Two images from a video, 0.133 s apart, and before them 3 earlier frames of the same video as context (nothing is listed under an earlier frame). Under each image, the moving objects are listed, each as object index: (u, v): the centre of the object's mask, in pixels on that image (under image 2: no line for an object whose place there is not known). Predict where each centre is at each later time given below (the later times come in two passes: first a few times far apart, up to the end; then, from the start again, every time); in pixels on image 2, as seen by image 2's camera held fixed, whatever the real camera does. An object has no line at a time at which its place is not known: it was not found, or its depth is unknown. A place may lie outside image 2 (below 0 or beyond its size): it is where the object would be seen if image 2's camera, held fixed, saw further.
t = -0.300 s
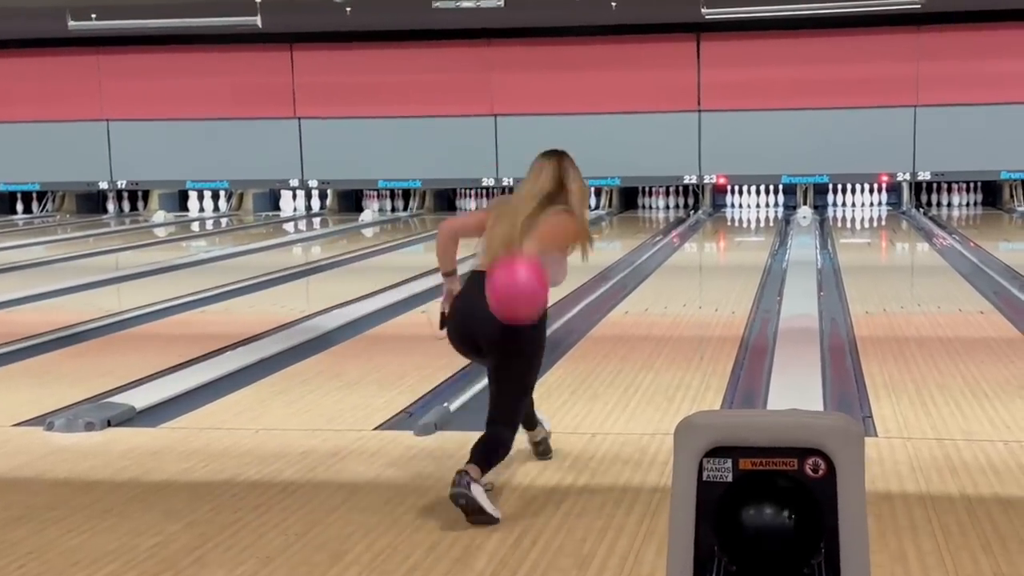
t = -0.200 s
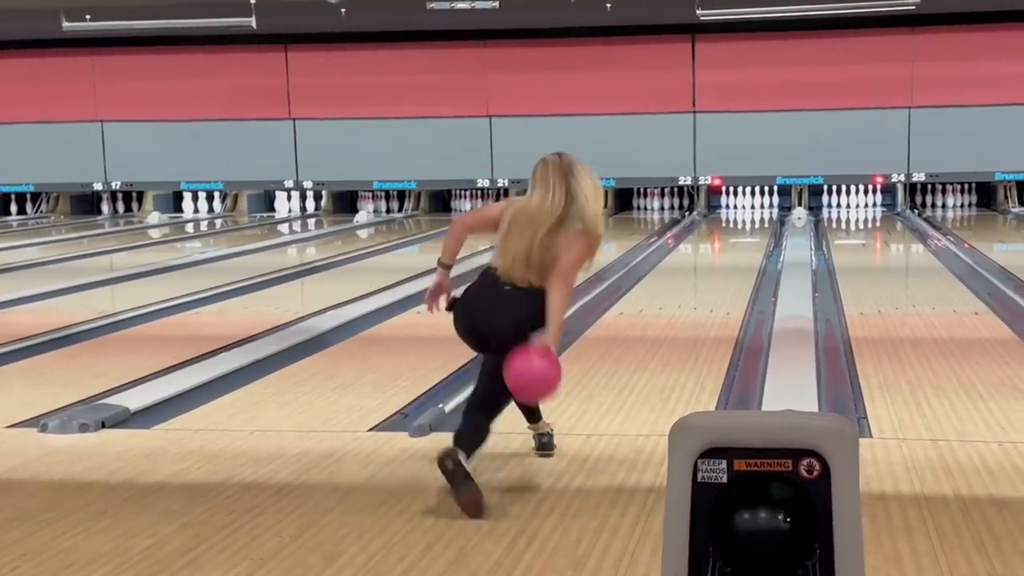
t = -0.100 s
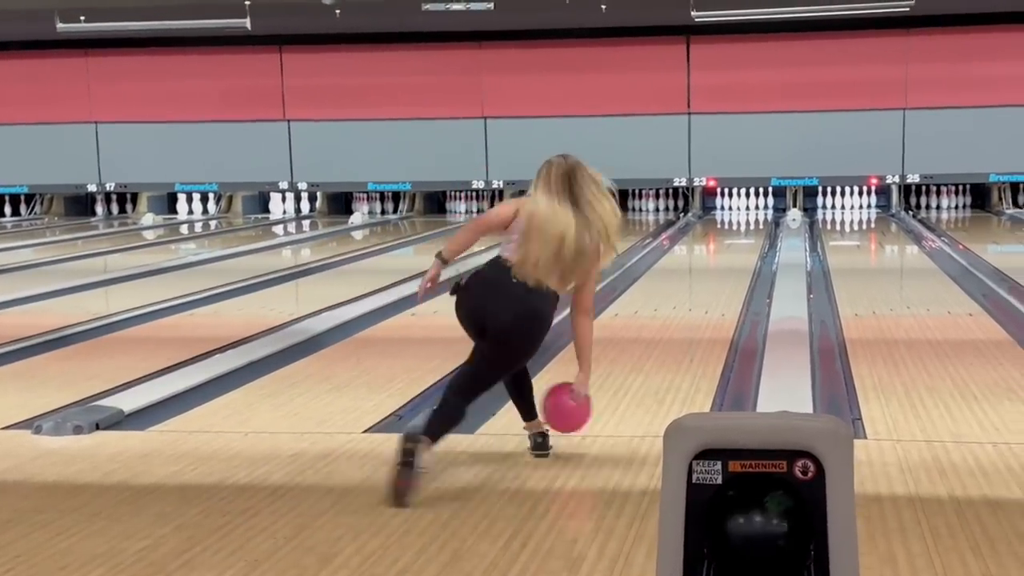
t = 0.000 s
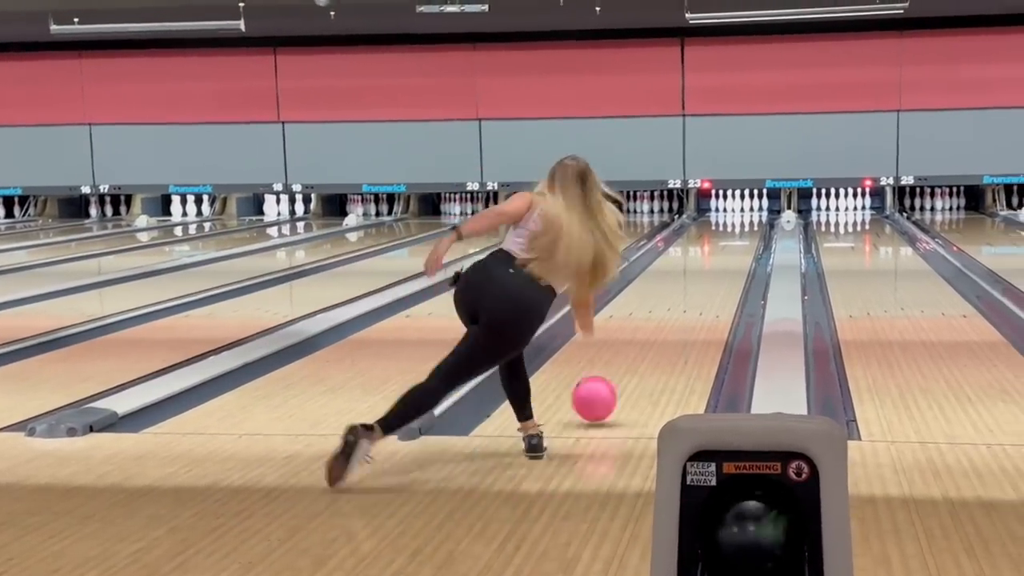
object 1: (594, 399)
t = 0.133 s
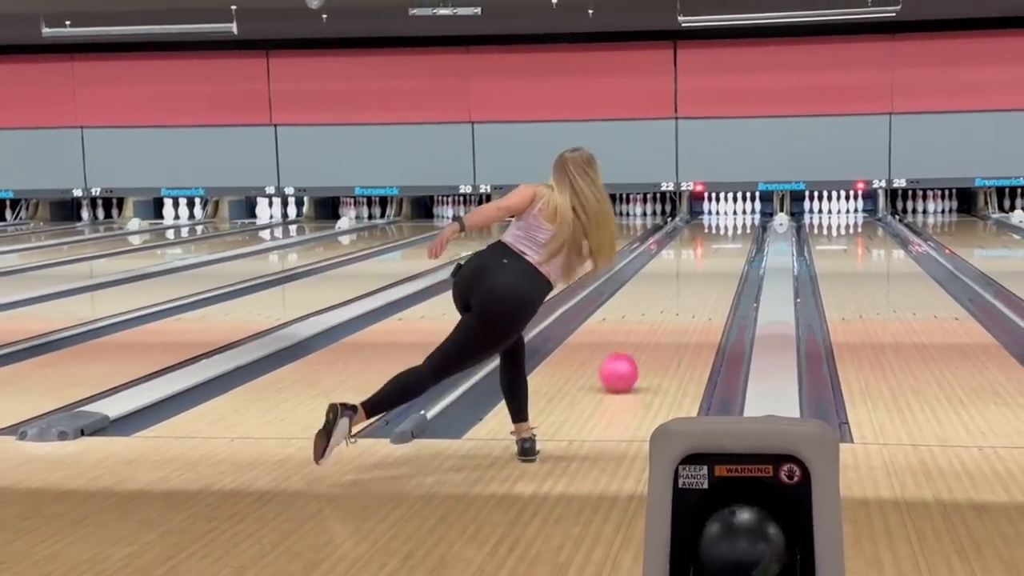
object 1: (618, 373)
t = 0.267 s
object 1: (642, 346)
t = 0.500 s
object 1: (673, 311)
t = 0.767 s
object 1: (695, 285)
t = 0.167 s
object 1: (625, 366)
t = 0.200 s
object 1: (631, 359)
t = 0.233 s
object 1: (637, 352)
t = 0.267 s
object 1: (642, 346)
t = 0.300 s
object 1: (647, 340)
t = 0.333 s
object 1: (652, 335)
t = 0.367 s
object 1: (657, 330)
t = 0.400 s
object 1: (661, 325)
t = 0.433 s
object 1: (665, 320)
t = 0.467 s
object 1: (669, 316)
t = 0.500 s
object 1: (673, 311)
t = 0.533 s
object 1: (676, 307)
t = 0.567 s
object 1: (679, 303)
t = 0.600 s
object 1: (682, 300)
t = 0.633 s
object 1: (685, 297)
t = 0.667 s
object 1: (687, 293)
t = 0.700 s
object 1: (690, 290)
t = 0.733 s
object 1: (693, 287)
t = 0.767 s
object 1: (695, 285)
